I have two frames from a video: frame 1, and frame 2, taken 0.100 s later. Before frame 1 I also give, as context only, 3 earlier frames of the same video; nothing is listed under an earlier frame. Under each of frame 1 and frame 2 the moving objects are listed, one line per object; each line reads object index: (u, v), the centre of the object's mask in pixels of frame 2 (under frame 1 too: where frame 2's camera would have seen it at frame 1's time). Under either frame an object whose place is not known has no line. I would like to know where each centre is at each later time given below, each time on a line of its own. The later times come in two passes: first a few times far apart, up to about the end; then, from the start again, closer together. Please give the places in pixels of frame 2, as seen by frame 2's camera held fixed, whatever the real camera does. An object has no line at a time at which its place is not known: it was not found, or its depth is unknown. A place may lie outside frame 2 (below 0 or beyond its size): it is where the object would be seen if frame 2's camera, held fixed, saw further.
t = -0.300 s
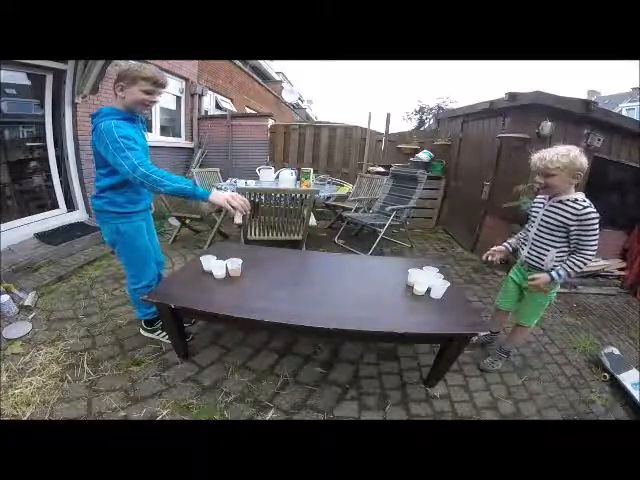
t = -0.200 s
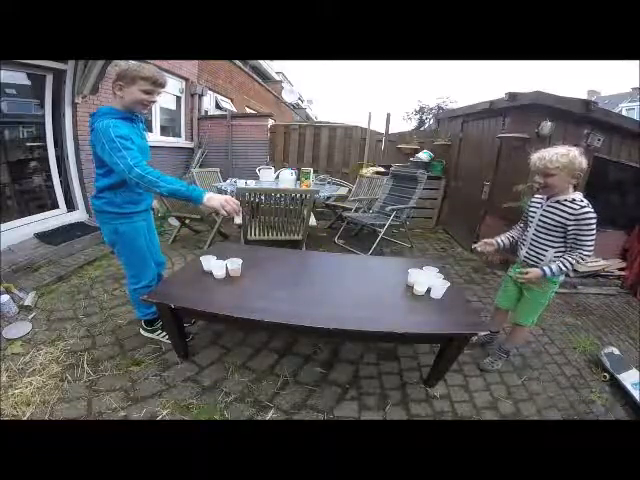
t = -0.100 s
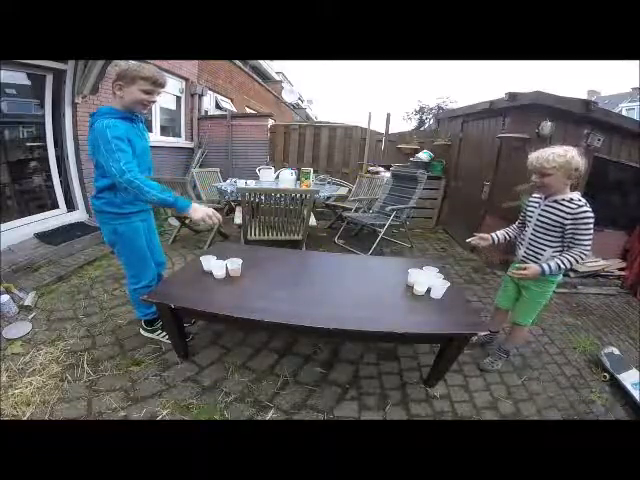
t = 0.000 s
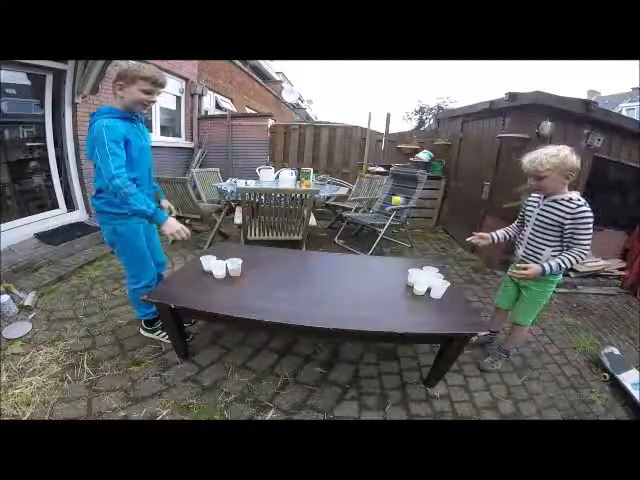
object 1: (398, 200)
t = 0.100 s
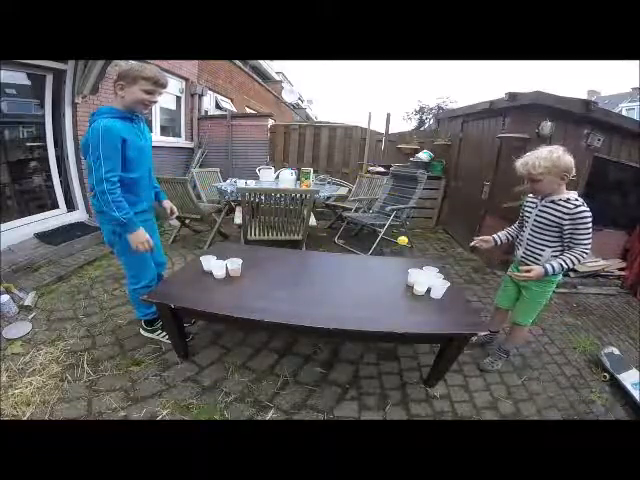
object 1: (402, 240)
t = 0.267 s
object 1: (400, 264)
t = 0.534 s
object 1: (370, 266)
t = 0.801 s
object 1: (370, 264)
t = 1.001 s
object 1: (369, 264)
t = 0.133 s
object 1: (402, 256)
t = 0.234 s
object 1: (404, 268)
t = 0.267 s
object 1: (400, 264)
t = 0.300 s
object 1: (395, 260)
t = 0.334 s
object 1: (392, 261)
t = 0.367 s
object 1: (387, 263)
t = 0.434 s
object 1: (376, 268)
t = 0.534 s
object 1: (370, 266)
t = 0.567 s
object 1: (369, 264)
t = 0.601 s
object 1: (369, 263)
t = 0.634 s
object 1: (369, 263)
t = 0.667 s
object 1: (368, 263)
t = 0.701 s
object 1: (370, 264)
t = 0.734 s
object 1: (370, 264)
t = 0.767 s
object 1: (370, 264)
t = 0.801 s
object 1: (370, 264)
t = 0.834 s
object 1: (369, 264)
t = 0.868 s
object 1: (370, 264)
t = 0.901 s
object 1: (369, 264)
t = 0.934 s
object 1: (370, 264)
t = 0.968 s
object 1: (370, 264)
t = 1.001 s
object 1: (369, 264)
